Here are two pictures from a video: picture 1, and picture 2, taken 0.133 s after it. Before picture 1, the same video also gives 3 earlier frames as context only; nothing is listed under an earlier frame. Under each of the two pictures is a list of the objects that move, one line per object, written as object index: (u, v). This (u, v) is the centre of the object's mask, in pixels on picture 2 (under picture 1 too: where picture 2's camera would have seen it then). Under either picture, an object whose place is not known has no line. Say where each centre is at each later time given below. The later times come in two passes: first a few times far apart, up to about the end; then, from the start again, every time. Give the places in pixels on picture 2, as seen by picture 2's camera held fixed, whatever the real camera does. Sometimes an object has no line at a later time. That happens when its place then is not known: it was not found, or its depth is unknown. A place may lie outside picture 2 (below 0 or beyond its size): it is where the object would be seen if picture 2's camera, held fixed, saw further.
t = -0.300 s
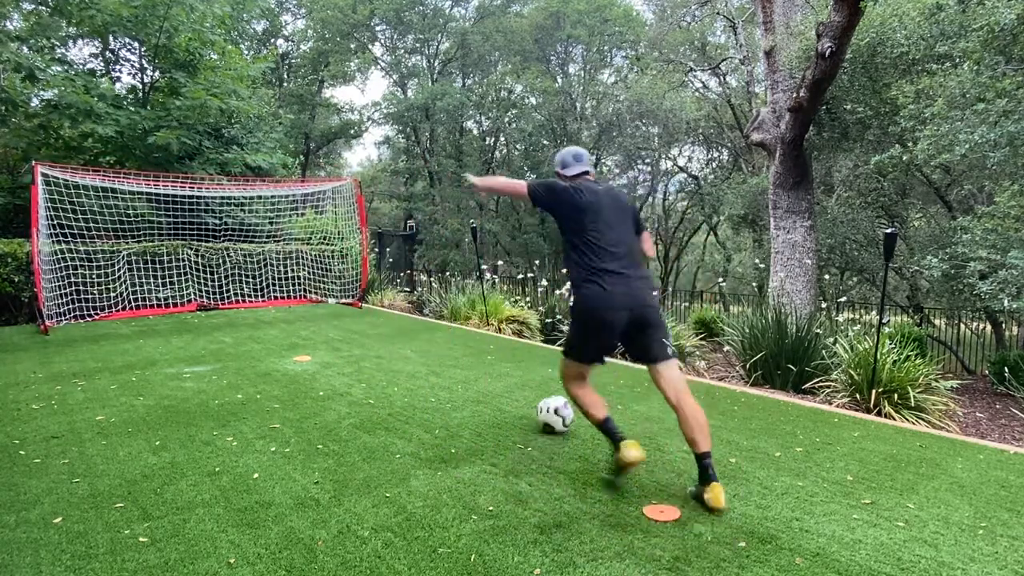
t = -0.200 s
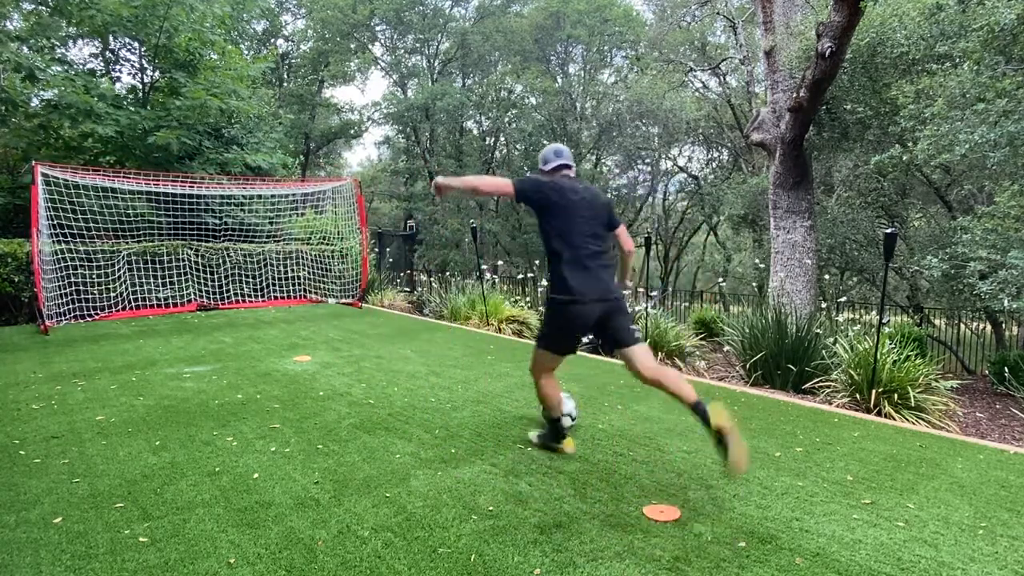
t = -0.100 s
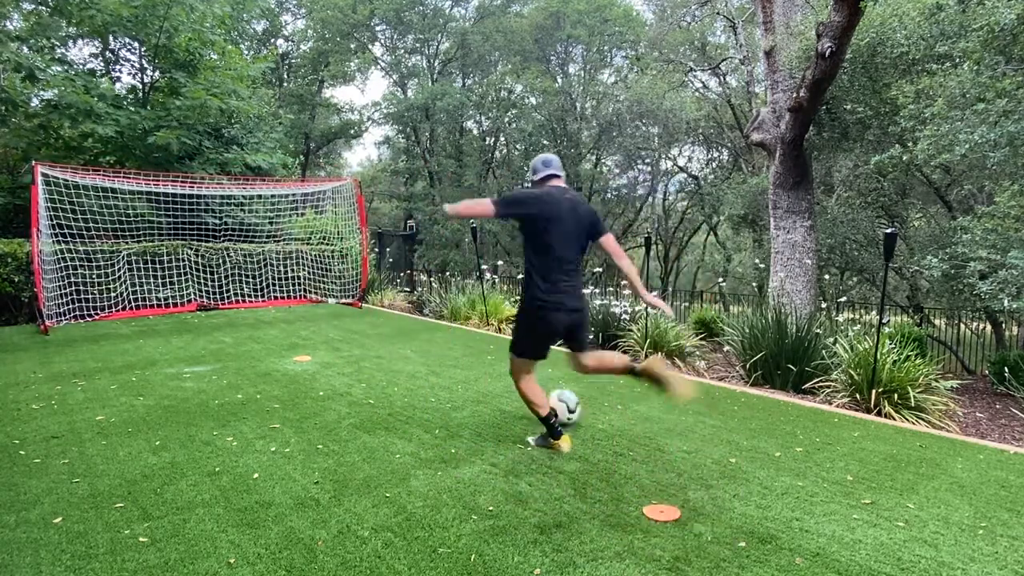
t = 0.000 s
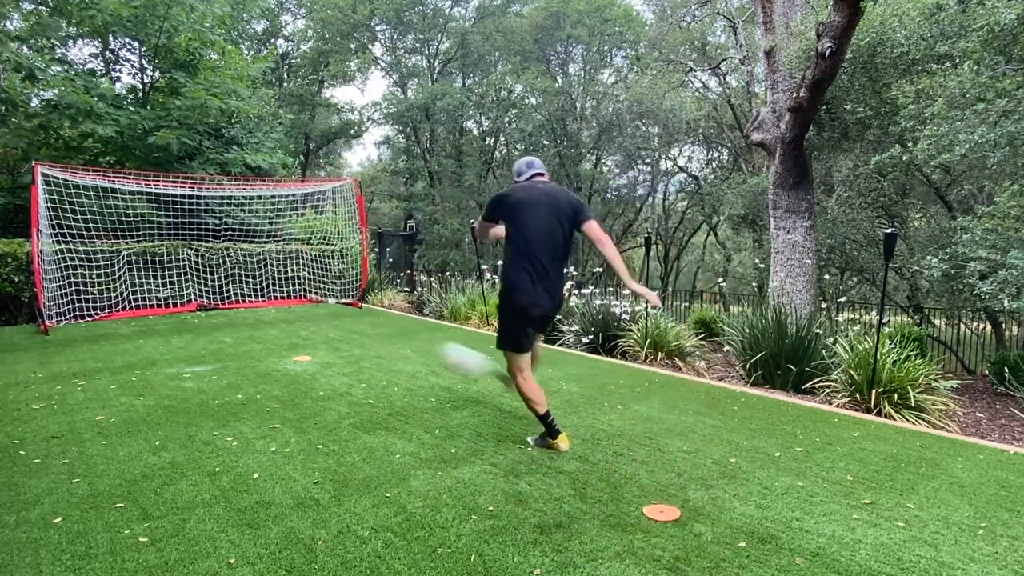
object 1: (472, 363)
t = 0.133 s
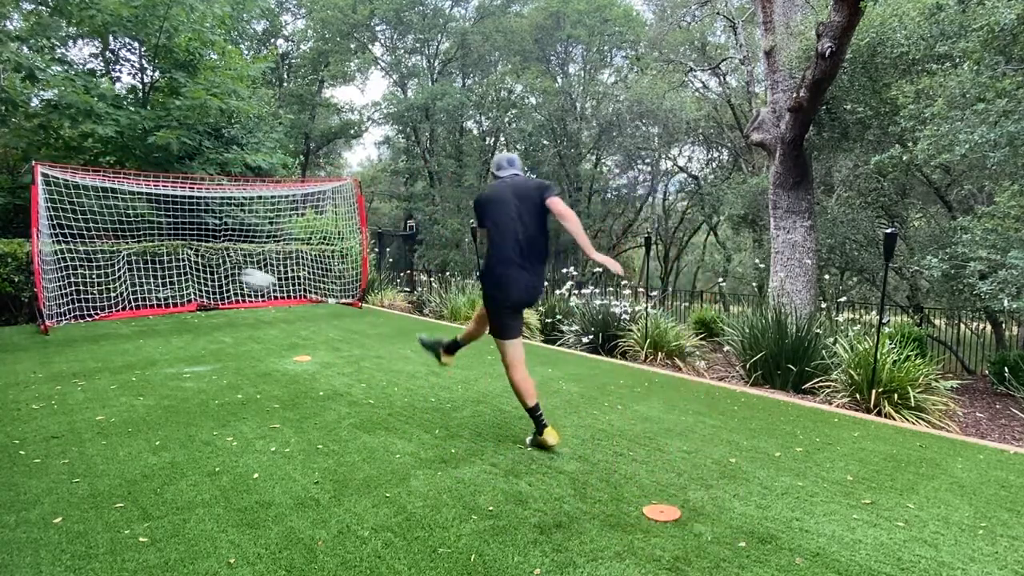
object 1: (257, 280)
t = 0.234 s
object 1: (165, 250)
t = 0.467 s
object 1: (91, 240)
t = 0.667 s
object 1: (109, 246)
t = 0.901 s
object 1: (138, 278)
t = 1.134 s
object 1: (163, 300)
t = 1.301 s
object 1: (176, 292)
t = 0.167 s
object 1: (222, 267)
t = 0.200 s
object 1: (191, 258)
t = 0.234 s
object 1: (165, 250)
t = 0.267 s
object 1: (141, 243)
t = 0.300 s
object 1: (120, 237)
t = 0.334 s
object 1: (103, 234)
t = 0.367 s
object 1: (95, 235)
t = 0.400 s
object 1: (92, 237)
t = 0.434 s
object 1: (91, 239)
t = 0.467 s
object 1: (91, 240)
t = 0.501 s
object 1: (93, 242)
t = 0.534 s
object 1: (95, 242)
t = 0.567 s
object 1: (99, 243)
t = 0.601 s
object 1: (103, 244)
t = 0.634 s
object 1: (105, 244)
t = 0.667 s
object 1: (109, 246)
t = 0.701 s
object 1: (113, 247)
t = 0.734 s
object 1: (117, 249)
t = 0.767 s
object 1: (122, 253)
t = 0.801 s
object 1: (125, 258)
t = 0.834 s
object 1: (130, 264)
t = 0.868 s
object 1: (134, 270)
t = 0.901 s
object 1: (138, 278)
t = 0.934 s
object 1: (143, 287)
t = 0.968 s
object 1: (148, 296)
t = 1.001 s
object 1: (153, 307)
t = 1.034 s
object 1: (157, 316)
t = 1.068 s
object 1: (159, 310)
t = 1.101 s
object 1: (162, 305)
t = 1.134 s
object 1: (163, 300)
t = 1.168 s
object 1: (166, 298)
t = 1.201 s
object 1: (169, 294)
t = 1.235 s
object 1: (171, 292)
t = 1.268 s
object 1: (173, 292)
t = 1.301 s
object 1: (176, 292)
